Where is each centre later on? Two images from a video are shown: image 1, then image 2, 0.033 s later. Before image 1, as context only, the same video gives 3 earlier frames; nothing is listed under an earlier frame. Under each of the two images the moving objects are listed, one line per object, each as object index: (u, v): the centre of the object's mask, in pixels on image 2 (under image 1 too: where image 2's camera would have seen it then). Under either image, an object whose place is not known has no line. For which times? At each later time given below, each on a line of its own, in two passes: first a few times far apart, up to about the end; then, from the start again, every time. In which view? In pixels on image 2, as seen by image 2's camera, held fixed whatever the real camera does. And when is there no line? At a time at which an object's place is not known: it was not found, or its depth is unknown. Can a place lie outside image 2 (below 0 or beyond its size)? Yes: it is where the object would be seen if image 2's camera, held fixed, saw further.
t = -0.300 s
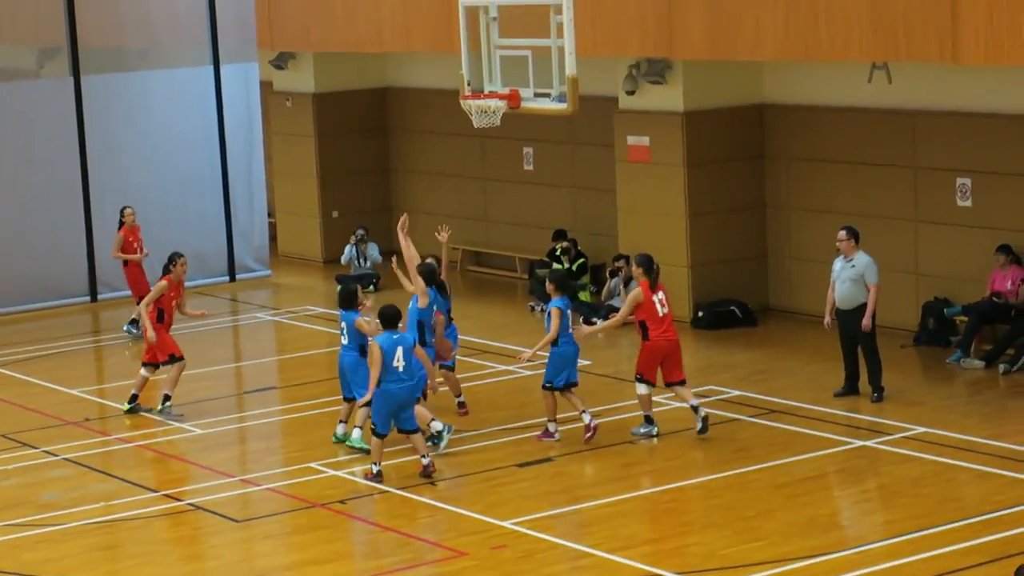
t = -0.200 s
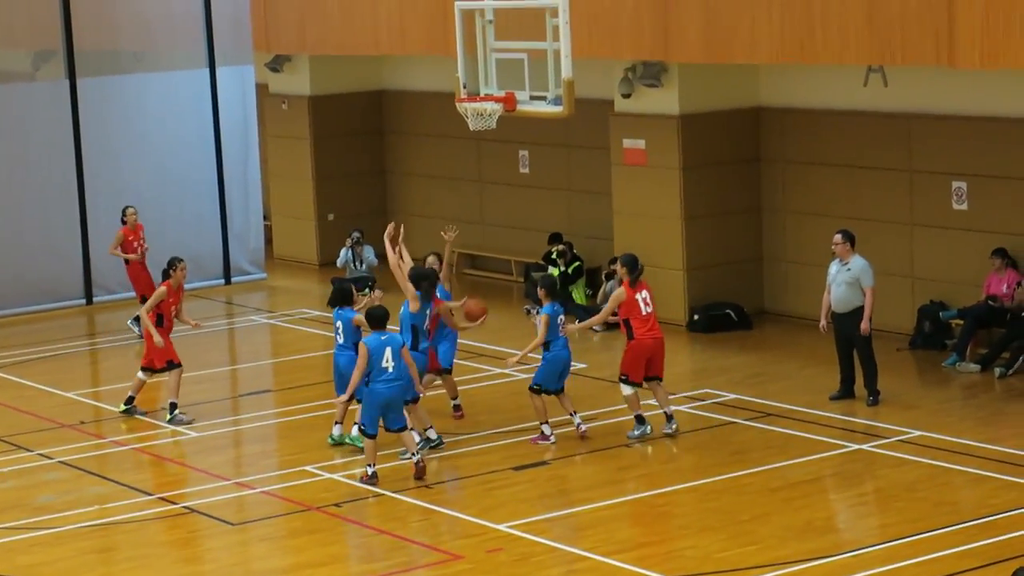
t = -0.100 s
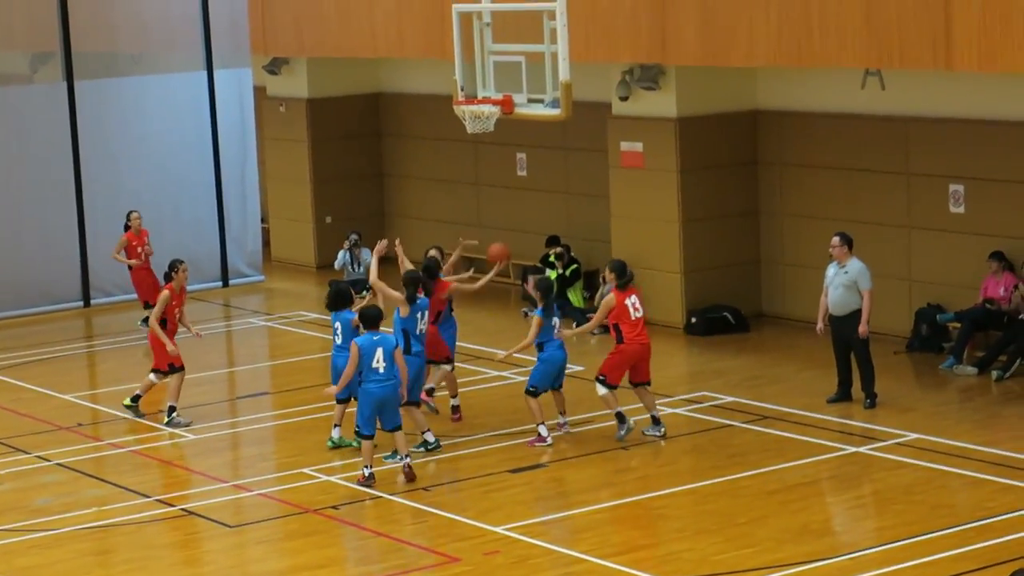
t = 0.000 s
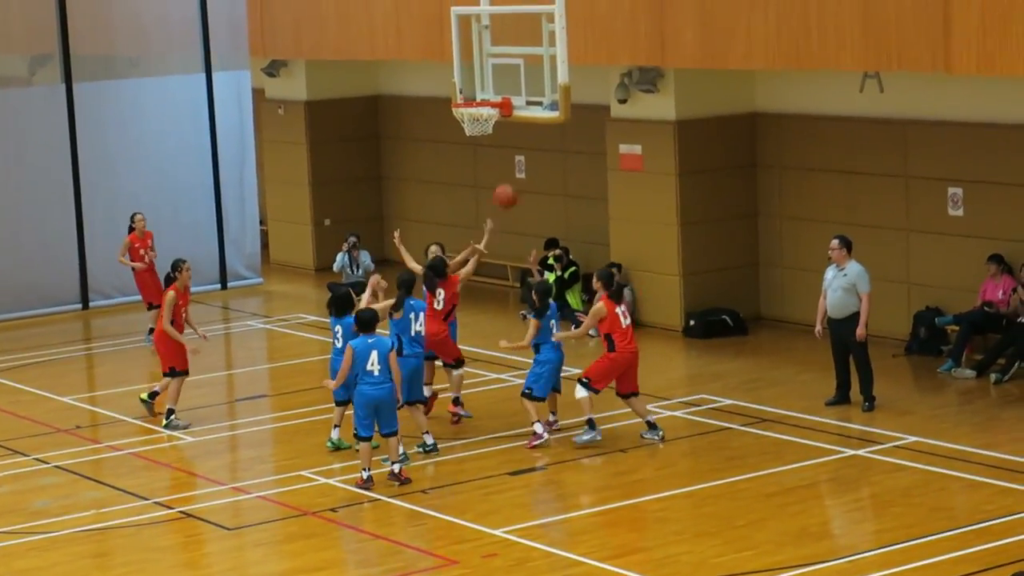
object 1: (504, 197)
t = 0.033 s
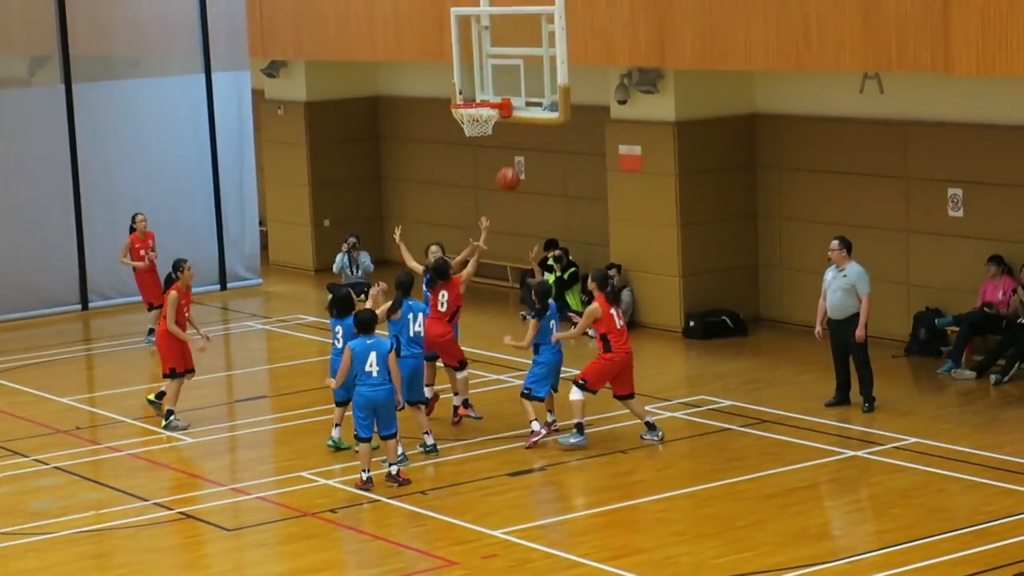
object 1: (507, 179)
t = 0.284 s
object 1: (519, 86)
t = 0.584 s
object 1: (454, 88)
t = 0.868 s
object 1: (397, 170)
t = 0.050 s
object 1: (510, 170)
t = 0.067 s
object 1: (510, 162)
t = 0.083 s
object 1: (512, 154)
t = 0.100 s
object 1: (513, 147)
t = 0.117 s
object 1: (514, 139)
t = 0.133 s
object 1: (516, 132)
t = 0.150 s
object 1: (517, 126)
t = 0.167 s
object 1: (519, 119)
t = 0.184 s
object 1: (520, 113)
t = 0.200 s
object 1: (522, 108)
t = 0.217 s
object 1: (523, 102)
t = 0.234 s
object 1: (524, 97)
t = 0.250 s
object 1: (525, 92)
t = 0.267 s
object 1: (523, 89)
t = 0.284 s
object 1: (519, 86)
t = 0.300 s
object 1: (515, 85)
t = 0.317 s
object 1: (511, 83)
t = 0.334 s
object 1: (508, 81)
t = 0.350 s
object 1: (504, 79)
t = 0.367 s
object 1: (500, 78)
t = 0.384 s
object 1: (497, 77)
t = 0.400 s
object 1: (493, 76)
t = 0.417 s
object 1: (490, 76)
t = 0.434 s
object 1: (486, 76)
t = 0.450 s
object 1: (482, 76)
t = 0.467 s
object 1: (478, 76)
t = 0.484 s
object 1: (475, 77)
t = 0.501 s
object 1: (472, 78)
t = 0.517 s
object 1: (468, 79)
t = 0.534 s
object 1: (464, 82)
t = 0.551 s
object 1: (461, 83)
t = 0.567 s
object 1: (458, 85)
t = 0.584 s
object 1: (454, 88)
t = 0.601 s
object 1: (451, 91)
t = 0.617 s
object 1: (448, 93)
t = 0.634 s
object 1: (445, 96)
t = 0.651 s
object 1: (441, 100)
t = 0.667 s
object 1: (438, 103)
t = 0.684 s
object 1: (435, 106)
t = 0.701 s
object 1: (430, 111)
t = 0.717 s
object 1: (426, 116)
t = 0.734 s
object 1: (423, 121)
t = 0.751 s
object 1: (420, 126)
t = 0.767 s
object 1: (417, 131)
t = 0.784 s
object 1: (413, 137)
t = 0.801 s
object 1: (411, 143)
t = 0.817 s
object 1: (407, 149)
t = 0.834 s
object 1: (404, 156)
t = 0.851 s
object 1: (401, 162)
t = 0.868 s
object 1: (397, 170)
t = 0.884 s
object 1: (395, 177)
